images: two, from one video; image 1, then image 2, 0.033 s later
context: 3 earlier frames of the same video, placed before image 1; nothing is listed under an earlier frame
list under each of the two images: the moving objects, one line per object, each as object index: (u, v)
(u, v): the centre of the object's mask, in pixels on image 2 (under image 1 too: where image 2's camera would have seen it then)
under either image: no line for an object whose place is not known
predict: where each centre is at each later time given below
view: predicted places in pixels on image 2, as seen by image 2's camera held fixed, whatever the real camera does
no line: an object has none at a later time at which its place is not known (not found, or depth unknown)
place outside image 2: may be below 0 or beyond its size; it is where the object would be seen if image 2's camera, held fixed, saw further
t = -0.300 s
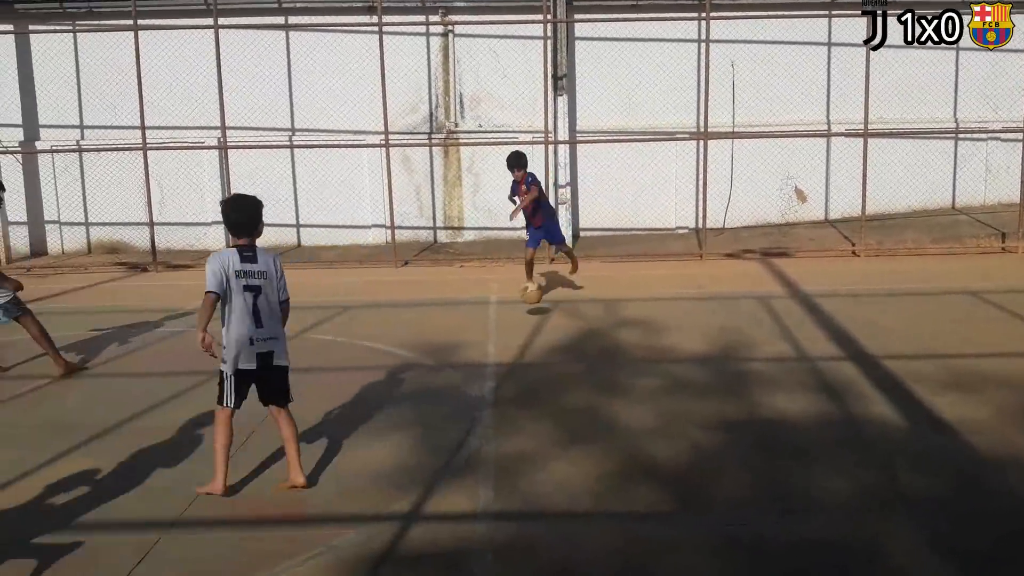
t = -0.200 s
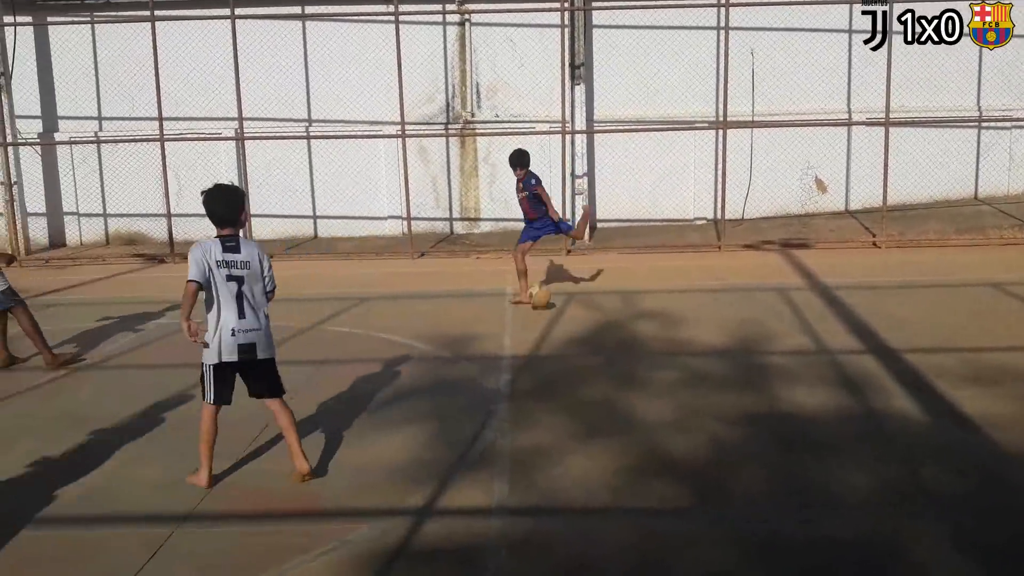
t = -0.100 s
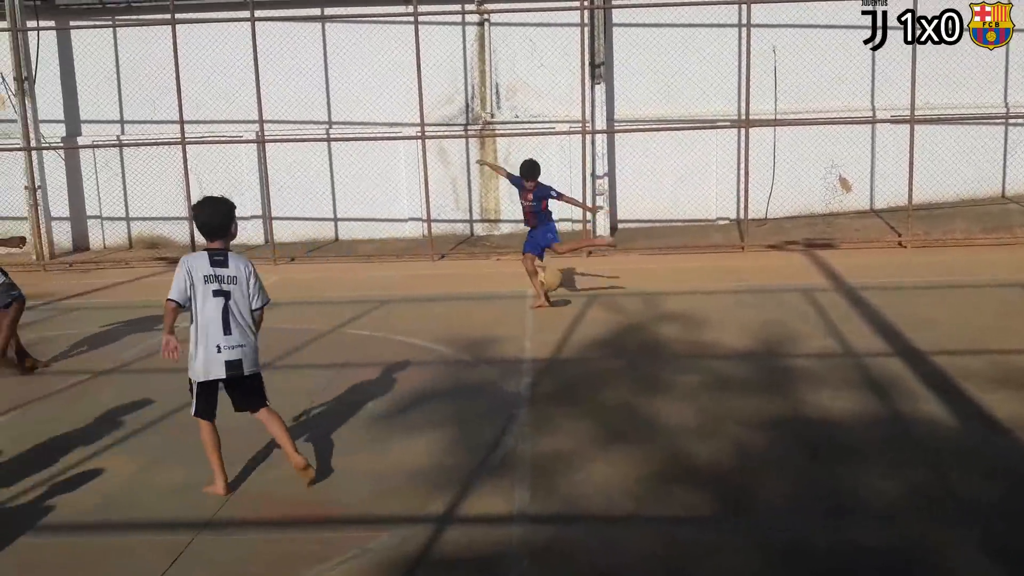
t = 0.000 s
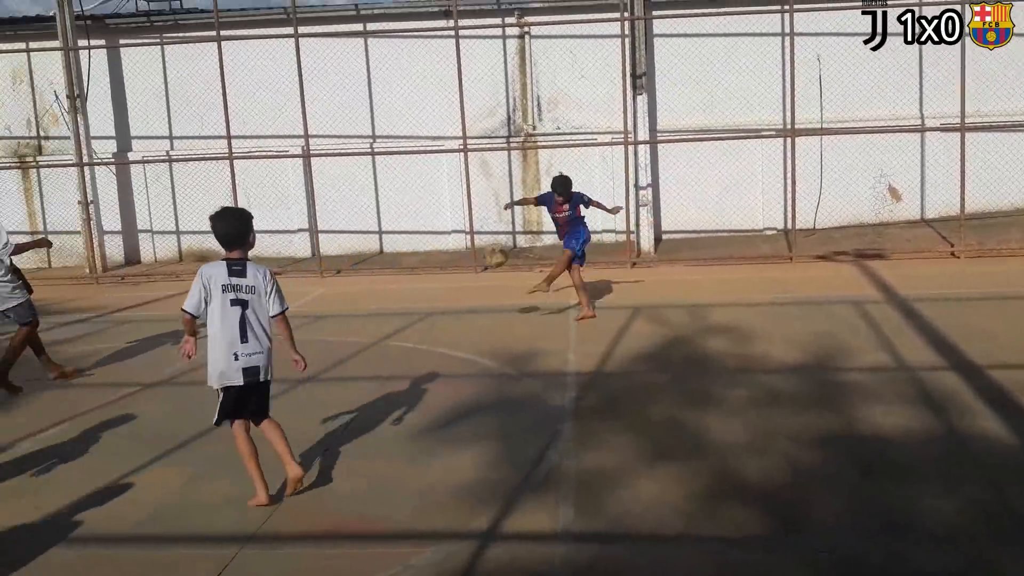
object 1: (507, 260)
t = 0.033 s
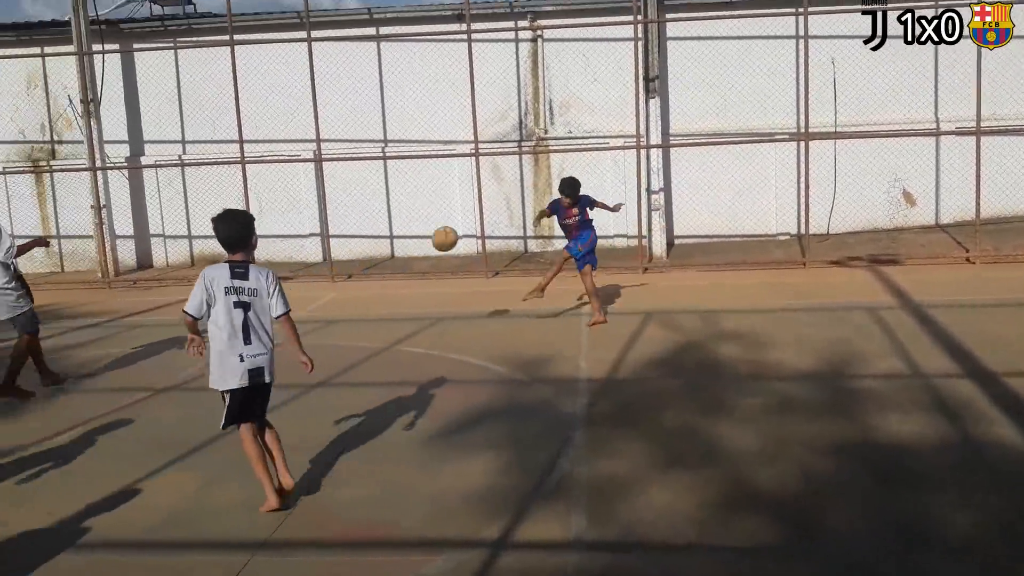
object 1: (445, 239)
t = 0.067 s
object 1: (382, 217)
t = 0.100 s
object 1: (318, 197)
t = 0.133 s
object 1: (250, 177)
